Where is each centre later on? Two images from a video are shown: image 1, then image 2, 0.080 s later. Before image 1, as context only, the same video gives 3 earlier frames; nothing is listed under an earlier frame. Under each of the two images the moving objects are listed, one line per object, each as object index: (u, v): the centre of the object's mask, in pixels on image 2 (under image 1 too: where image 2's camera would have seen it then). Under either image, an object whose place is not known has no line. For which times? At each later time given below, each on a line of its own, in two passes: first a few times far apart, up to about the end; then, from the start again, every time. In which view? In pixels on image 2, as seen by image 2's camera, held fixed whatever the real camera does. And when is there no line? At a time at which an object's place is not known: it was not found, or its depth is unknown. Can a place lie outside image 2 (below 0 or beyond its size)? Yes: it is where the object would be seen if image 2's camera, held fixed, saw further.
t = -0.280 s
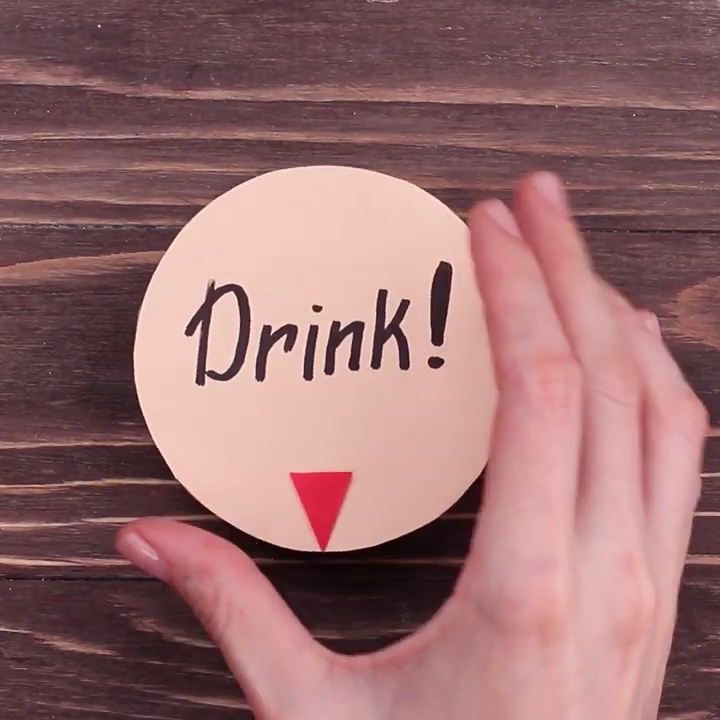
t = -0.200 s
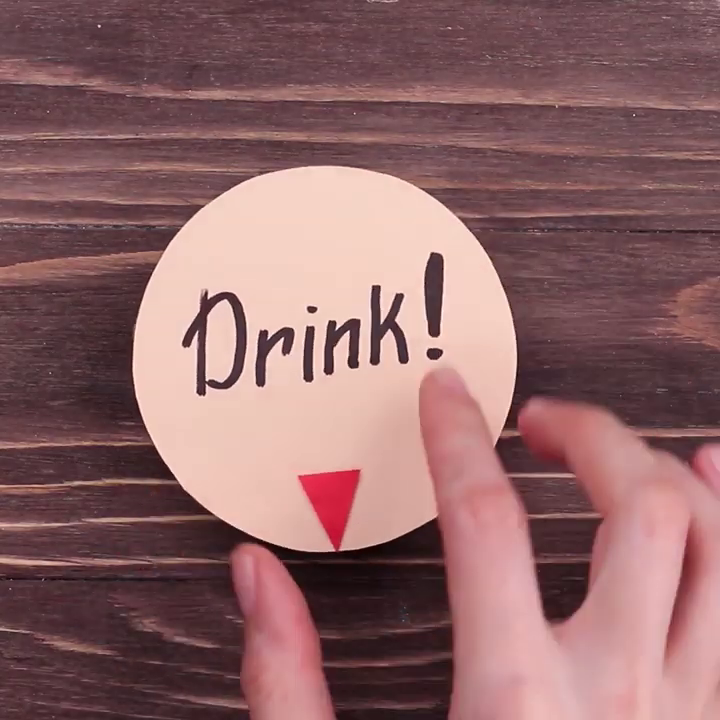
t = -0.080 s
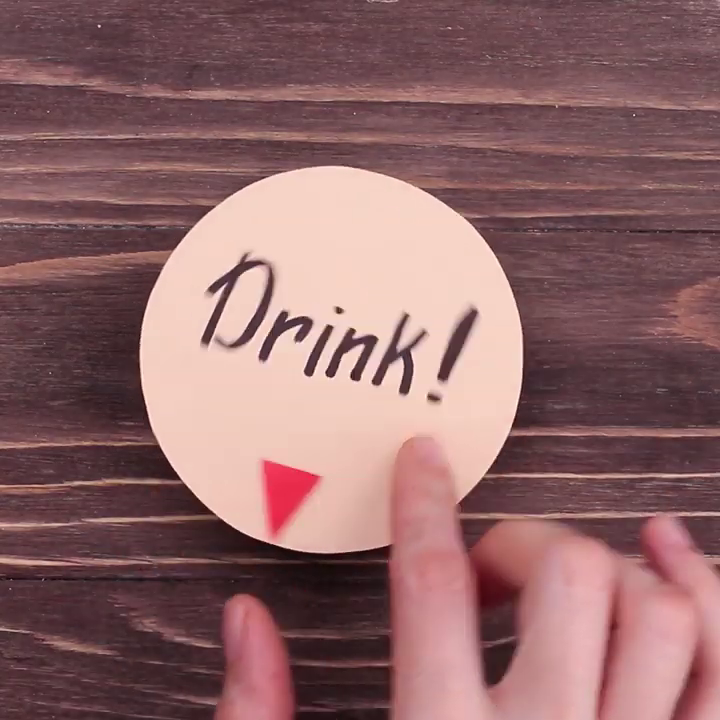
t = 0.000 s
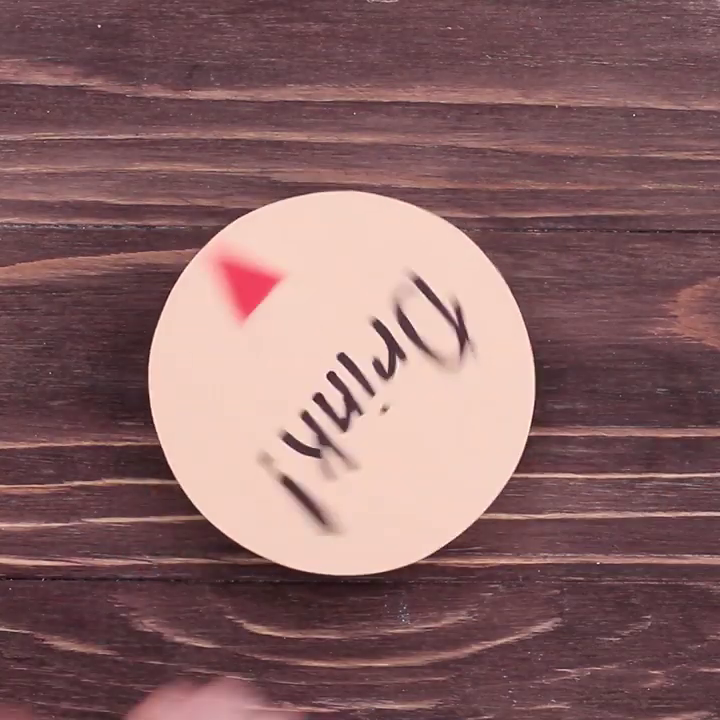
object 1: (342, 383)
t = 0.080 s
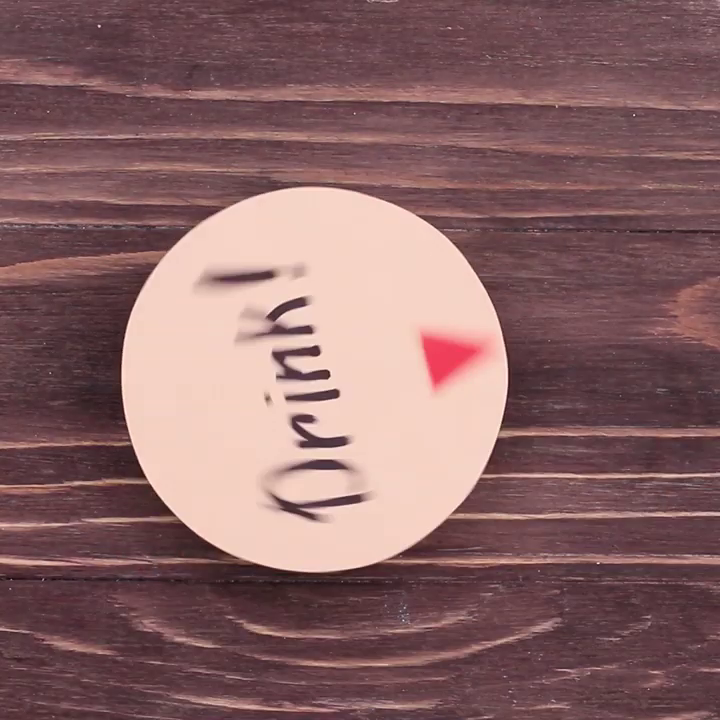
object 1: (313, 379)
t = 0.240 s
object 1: (340, 385)
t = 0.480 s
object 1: (342, 383)
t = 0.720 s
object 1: (344, 375)
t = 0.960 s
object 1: (341, 363)
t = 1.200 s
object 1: (327, 358)
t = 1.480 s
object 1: (320, 360)
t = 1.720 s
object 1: (314, 381)
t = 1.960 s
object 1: (338, 387)
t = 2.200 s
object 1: (337, 360)
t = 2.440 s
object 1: (312, 375)
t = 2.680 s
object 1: (341, 383)
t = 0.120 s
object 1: (316, 363)
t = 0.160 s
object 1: (332, 358)
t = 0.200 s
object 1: (344, 369)
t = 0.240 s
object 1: (340, 385)
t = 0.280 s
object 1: (324, 389)
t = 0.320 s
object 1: (313, 378)
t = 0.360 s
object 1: (317, 363)
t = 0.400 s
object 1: (331, 358)
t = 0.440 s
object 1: (343, 368)
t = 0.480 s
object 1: (342, 383)
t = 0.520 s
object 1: (328, 390)
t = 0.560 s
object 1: (315, 383)
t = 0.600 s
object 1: (313, 368)
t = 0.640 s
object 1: (325, 358)
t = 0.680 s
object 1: (339, 362)
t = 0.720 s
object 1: (344, 375)
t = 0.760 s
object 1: (337, 387)
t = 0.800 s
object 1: (322, 389)
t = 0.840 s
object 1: (313, 378)
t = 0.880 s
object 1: (315, 364)
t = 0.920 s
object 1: (328, 358)
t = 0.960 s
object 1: (341, 363)
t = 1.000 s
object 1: (344, 377)
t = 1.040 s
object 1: (336, 388)
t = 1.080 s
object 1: (322, 388)
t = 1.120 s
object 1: (313, 378)
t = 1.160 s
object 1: (315, 365)
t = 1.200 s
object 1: (327, 358)
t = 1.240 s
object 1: (339, 362)
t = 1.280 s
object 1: (344, 374)
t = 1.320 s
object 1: (339, 386)
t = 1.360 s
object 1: (326, 390)
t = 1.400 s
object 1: (315, 383)
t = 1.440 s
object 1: (313, 370)
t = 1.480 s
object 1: (320, 360)
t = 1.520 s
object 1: (333, 358)
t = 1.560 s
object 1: (342, 366)
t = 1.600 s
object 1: (344, 379)
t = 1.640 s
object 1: (335, 388)
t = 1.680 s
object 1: (323, 389)
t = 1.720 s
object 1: (314, 381)
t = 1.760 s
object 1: (313, 369)
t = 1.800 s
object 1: (321, 359)
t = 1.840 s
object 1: (333, 358)
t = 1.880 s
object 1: (342, 366)
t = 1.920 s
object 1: (344, 377)
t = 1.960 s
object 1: (338, 387)
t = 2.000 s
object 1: (326, 390)
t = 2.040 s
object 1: (316, 384)
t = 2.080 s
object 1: (312, 373)
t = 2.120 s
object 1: (316, 363)
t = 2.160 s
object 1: (327, 357)
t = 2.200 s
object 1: (337, 360)
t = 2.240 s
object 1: (343, 369)
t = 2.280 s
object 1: (343, 380)
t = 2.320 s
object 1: (336, 388)
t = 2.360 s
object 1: (325, 389)
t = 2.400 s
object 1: (316, 384)
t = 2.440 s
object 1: (312, 375)
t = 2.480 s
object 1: (315, 365)
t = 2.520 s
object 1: (324, 358)
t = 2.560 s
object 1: (334, 358)
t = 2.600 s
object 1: (341, 365)
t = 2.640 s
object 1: (344, 374)
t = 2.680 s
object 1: (341, 383)
